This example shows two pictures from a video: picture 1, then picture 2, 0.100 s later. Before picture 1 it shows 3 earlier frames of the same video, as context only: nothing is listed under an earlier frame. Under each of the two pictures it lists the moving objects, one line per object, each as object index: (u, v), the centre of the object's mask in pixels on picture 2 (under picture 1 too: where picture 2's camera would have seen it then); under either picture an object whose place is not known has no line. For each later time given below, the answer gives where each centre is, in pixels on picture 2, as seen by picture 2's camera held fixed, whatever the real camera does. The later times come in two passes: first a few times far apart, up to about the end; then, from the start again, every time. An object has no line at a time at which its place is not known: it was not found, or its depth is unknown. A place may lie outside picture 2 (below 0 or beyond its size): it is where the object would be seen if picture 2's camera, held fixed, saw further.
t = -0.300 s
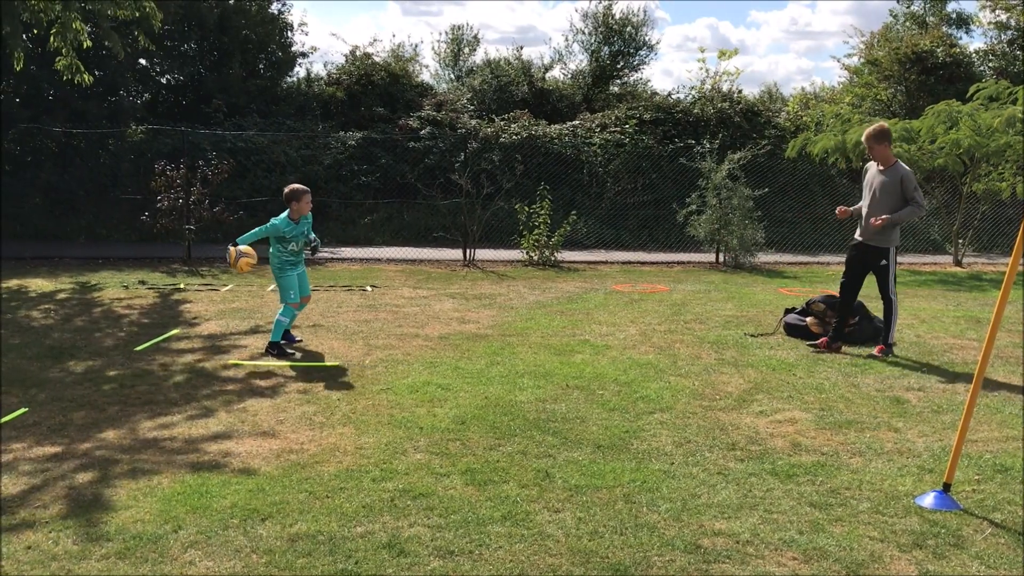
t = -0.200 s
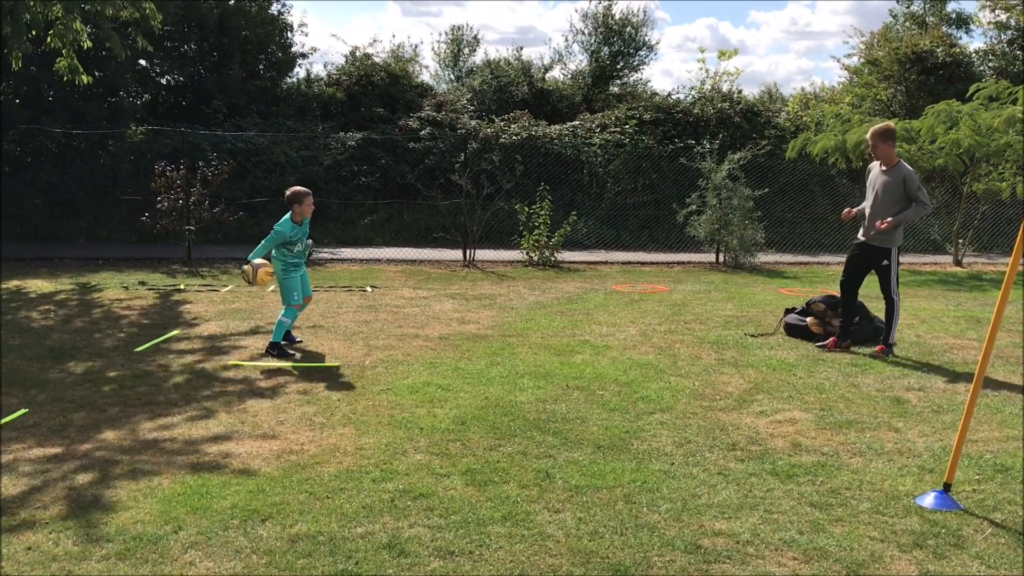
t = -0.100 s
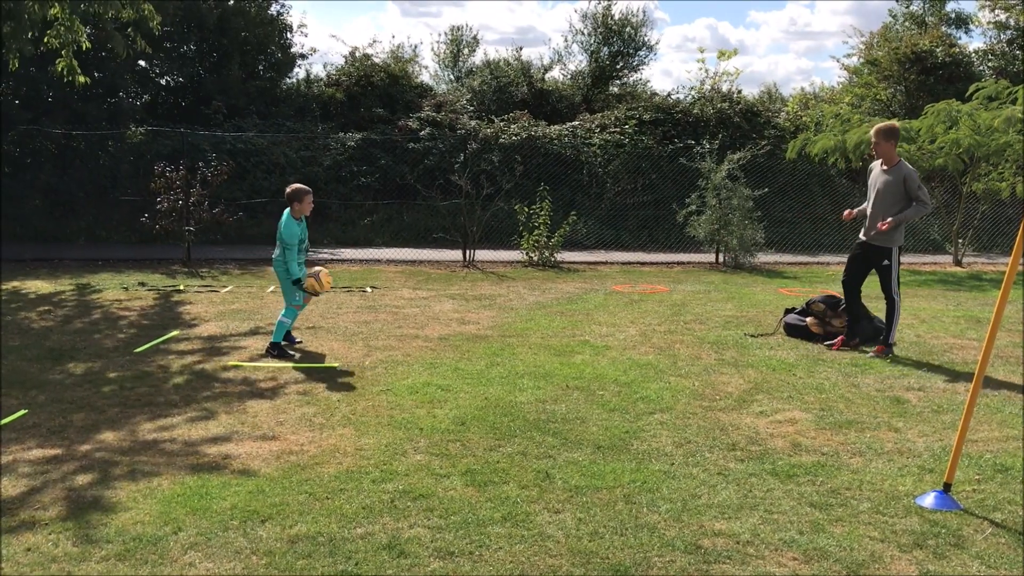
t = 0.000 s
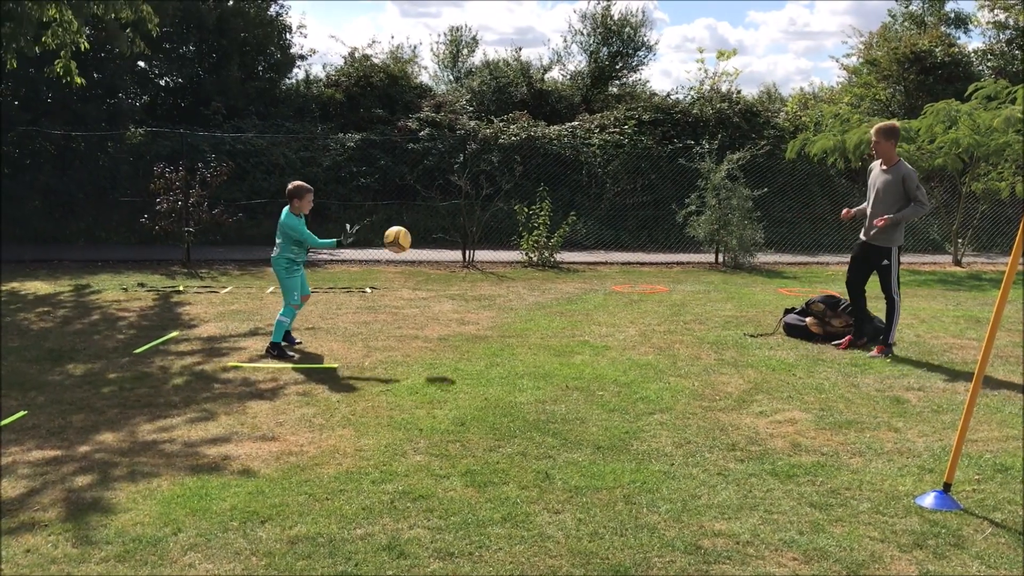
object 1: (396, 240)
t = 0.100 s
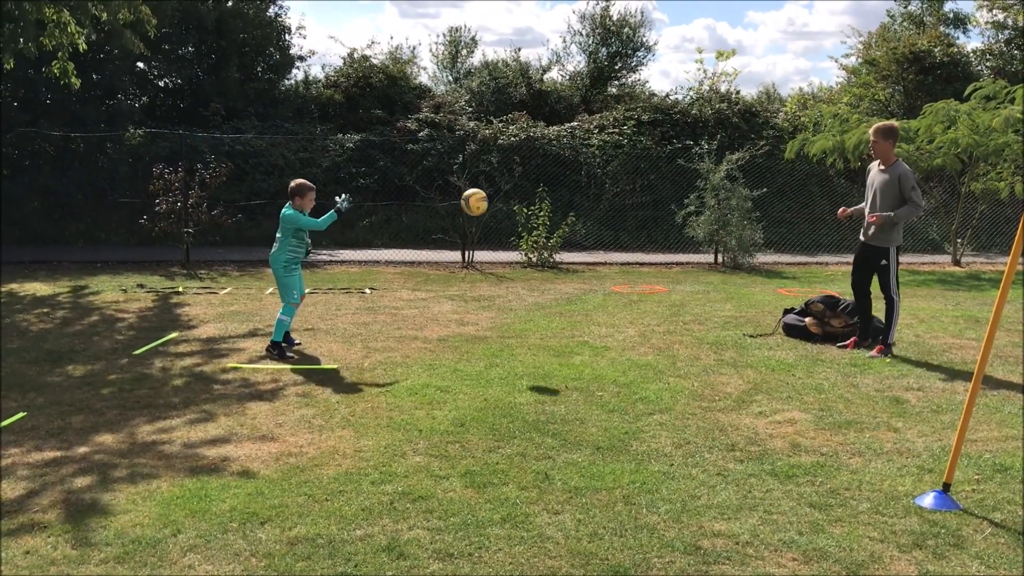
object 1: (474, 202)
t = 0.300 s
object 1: (626, 164)
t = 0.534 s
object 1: (795, 188)
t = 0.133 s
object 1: (500, 192)
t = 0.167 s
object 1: (525, 183)
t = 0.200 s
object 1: (550, 176)
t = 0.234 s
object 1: (576, 171)
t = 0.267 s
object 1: (601, 167)
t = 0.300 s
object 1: (626, 164)
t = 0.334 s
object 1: (651, 163)
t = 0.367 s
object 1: (675, 164)
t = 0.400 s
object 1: (699, 166)
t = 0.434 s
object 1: (723, 168)
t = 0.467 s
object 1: (748, 174)
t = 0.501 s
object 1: (771, 180)
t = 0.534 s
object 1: (795, 188)
